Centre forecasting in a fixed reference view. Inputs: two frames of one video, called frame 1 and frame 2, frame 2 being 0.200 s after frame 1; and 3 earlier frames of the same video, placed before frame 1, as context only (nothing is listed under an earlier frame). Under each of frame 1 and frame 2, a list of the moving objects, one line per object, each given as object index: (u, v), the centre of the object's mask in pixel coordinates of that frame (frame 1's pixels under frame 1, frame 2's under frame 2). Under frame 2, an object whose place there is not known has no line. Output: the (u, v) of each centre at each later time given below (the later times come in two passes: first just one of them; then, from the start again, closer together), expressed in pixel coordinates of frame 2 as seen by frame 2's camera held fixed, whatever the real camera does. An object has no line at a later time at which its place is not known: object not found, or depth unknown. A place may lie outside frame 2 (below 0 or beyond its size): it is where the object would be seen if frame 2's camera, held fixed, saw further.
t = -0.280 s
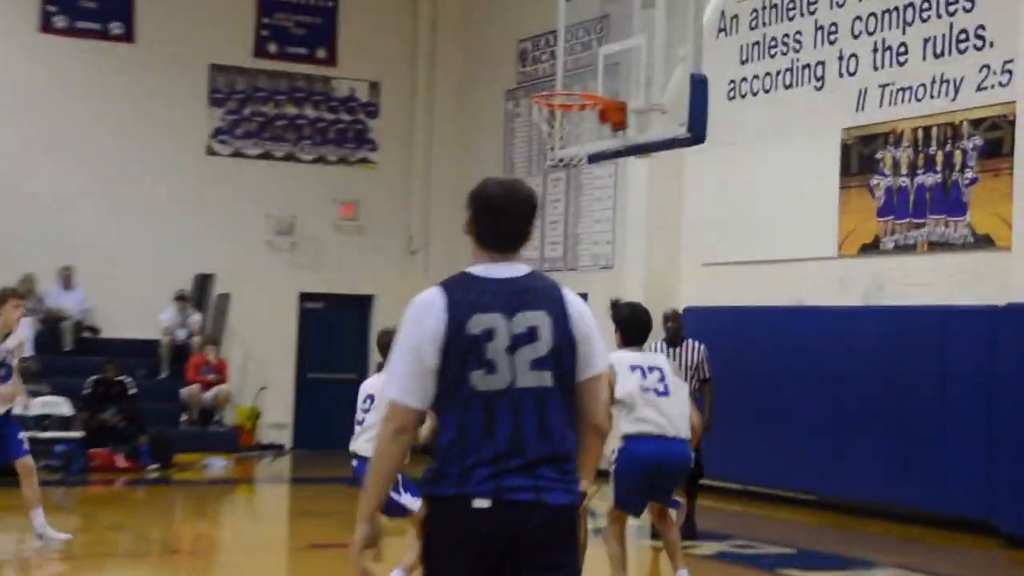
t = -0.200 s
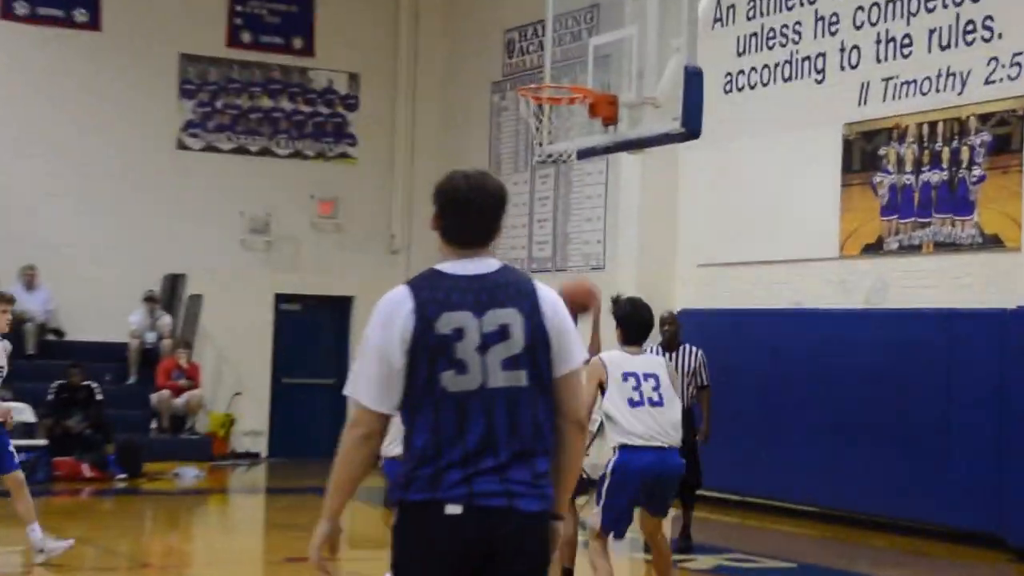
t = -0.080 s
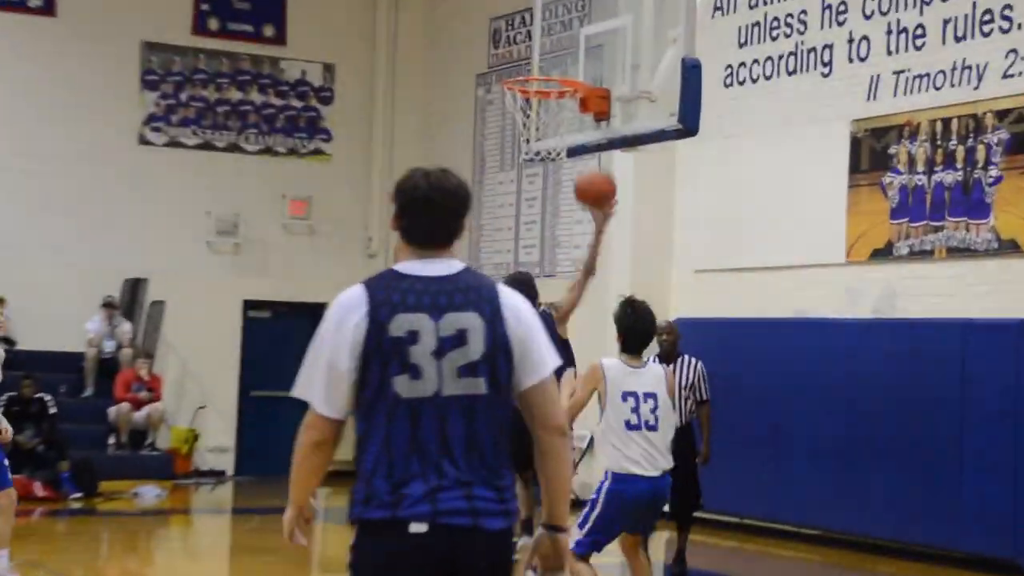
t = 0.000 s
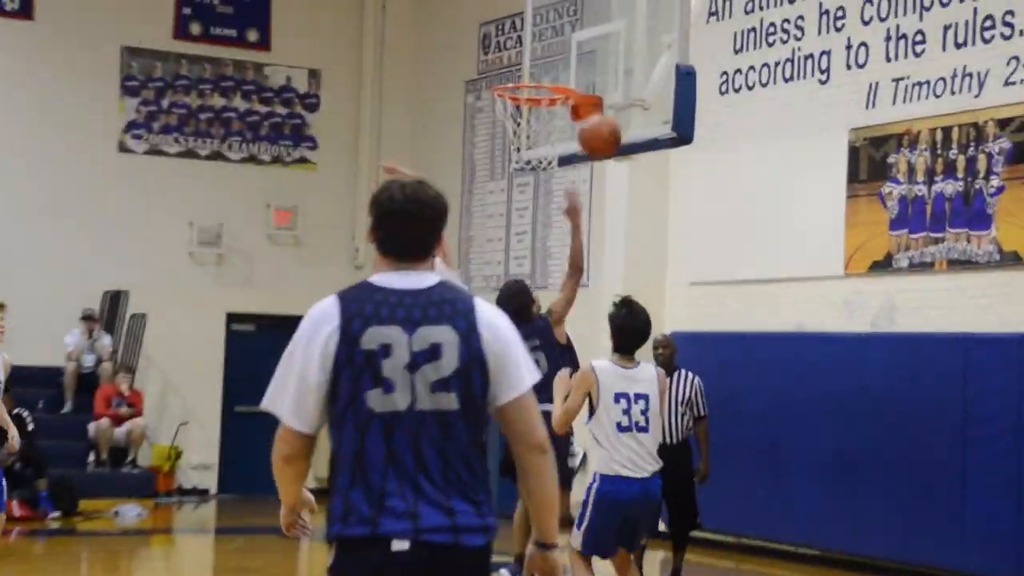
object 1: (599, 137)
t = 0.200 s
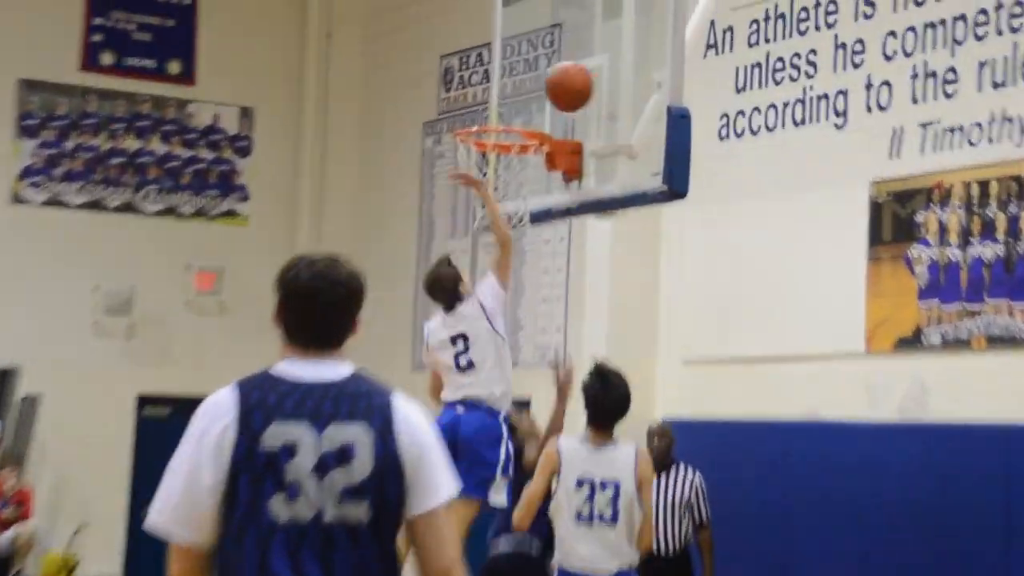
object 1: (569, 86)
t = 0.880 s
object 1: (490, 164)
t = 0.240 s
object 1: (556, 80)
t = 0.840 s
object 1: (485, 152)
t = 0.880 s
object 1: (490, 164)
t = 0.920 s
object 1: (494, 181)
